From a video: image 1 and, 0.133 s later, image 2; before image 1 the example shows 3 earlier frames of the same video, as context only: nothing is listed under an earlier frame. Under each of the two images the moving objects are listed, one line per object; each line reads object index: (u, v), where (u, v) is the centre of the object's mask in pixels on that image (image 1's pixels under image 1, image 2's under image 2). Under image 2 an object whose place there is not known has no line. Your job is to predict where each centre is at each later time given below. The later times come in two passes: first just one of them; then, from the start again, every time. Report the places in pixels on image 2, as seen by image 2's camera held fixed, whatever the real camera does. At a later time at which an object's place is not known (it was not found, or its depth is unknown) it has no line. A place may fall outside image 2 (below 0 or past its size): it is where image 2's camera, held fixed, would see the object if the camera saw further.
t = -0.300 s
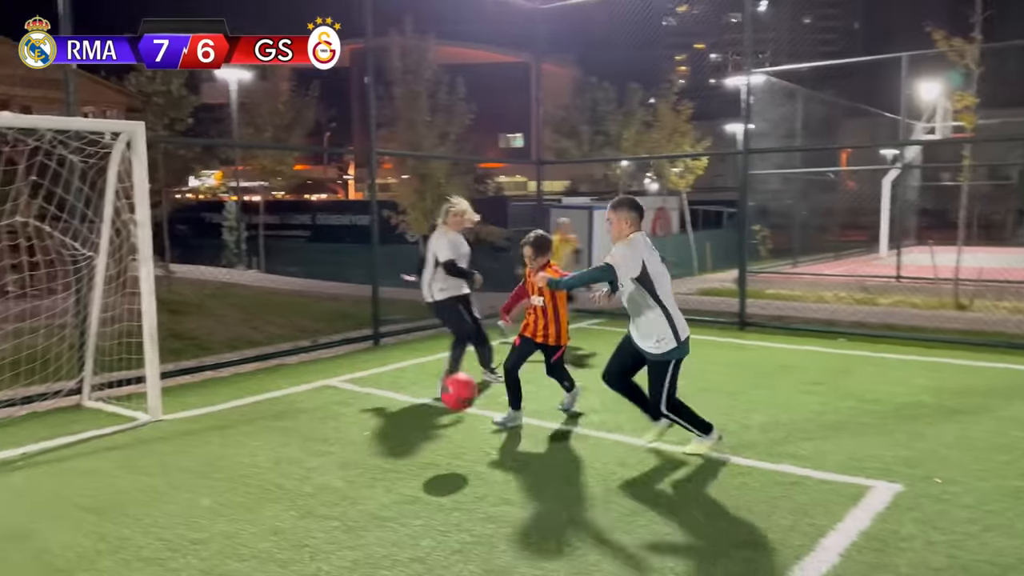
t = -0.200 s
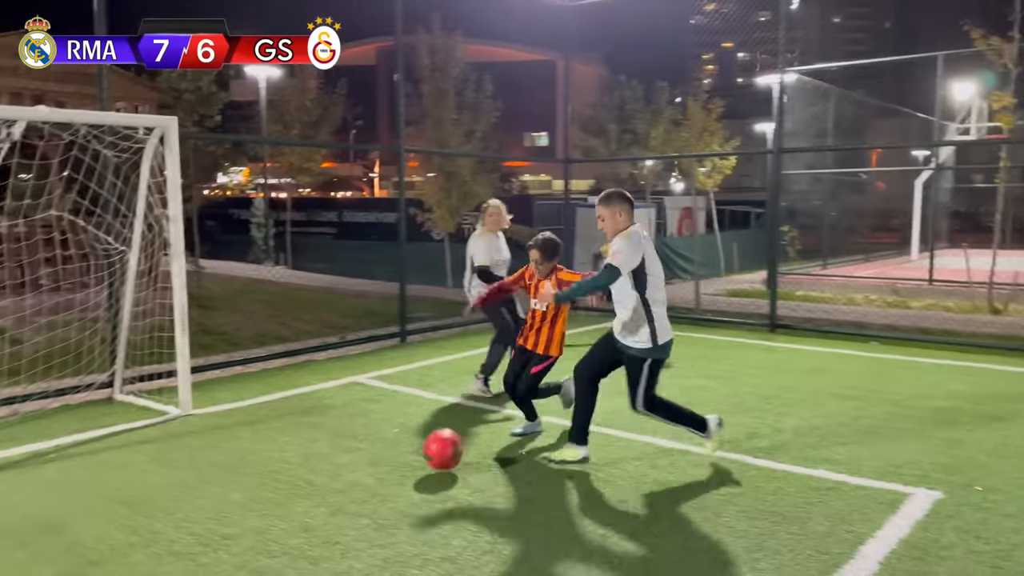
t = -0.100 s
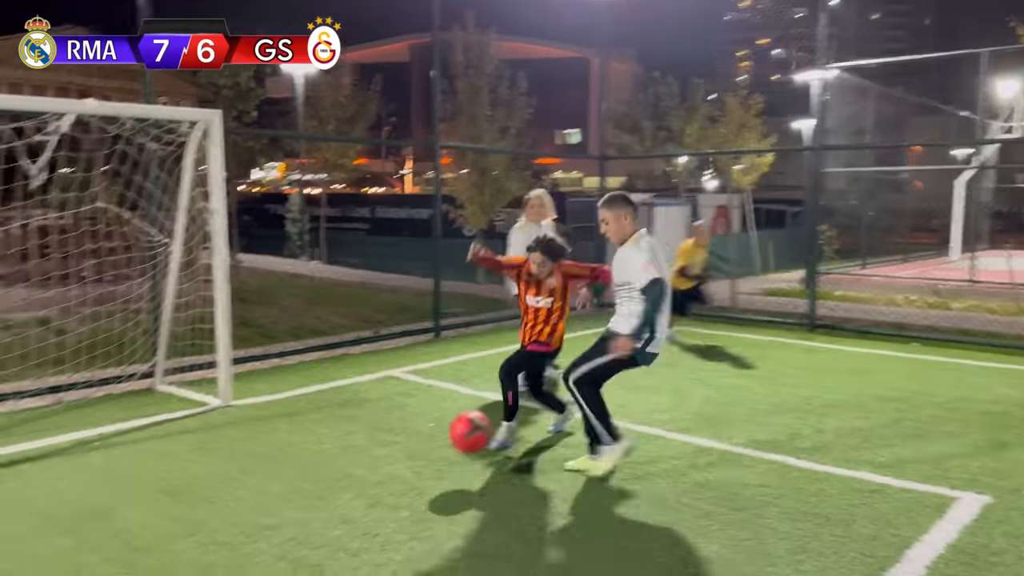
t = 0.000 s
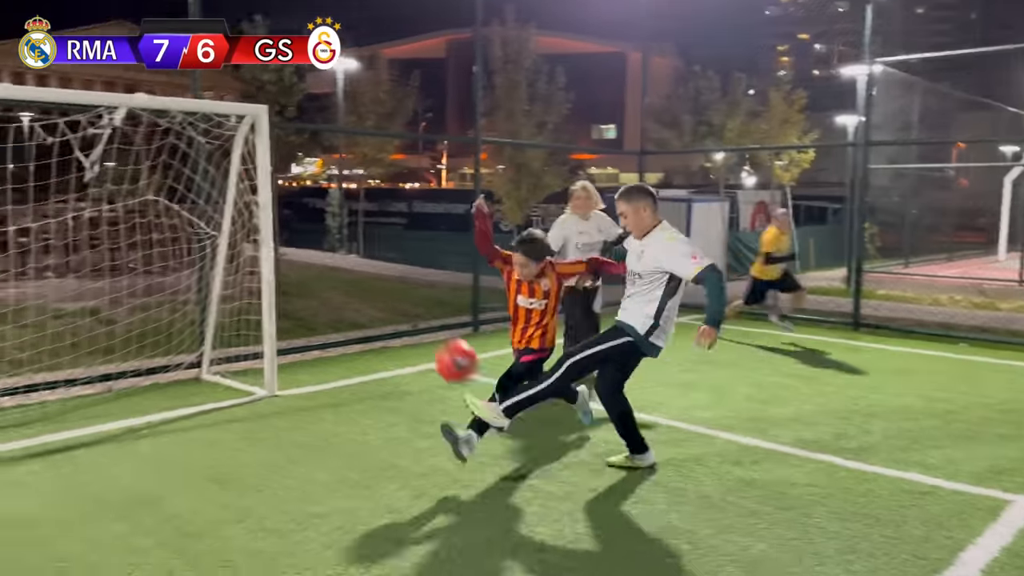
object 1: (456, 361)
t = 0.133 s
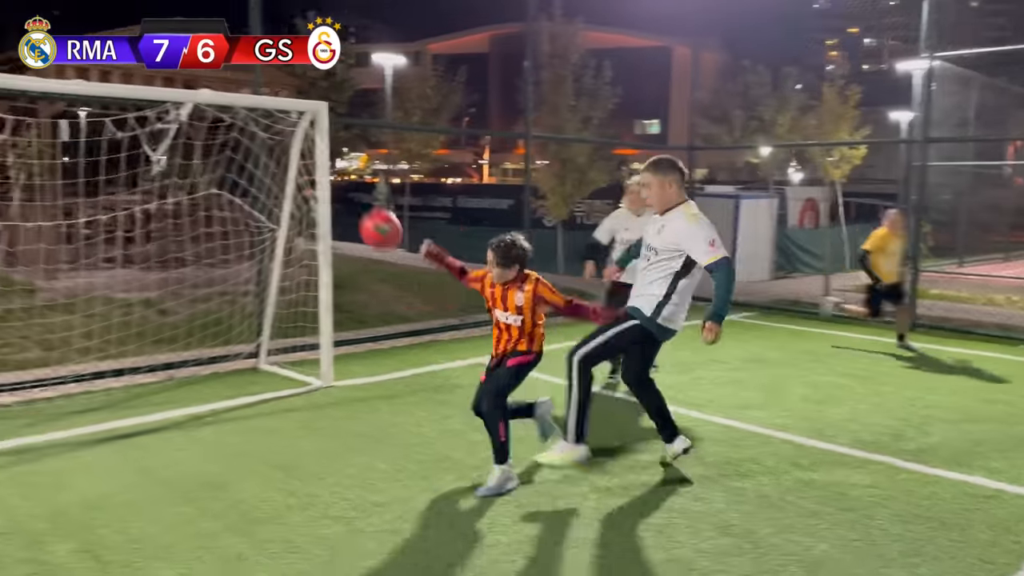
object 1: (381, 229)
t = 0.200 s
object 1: (321, 180)
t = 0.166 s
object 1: (350, 204)
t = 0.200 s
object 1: (321, 180)
